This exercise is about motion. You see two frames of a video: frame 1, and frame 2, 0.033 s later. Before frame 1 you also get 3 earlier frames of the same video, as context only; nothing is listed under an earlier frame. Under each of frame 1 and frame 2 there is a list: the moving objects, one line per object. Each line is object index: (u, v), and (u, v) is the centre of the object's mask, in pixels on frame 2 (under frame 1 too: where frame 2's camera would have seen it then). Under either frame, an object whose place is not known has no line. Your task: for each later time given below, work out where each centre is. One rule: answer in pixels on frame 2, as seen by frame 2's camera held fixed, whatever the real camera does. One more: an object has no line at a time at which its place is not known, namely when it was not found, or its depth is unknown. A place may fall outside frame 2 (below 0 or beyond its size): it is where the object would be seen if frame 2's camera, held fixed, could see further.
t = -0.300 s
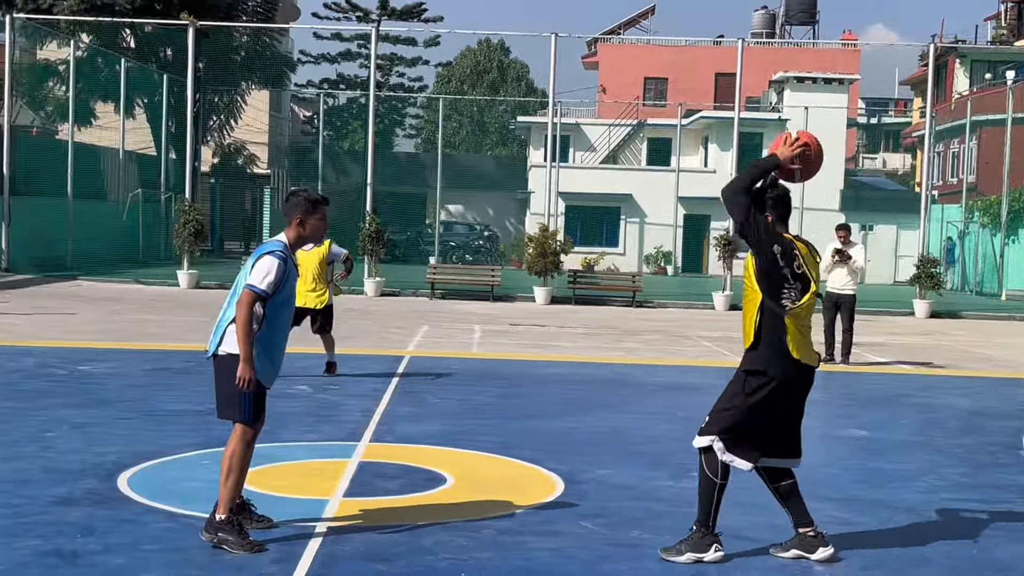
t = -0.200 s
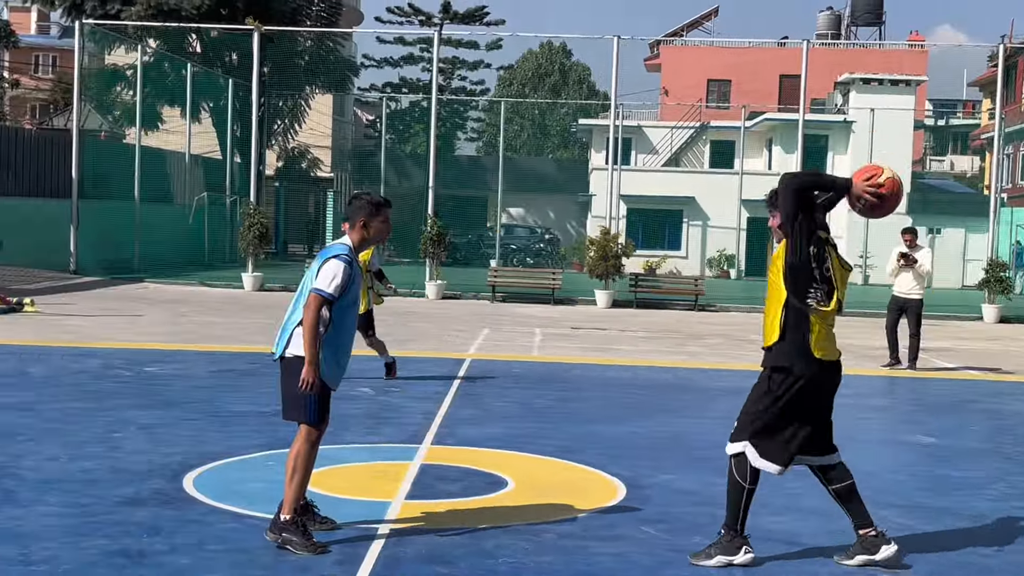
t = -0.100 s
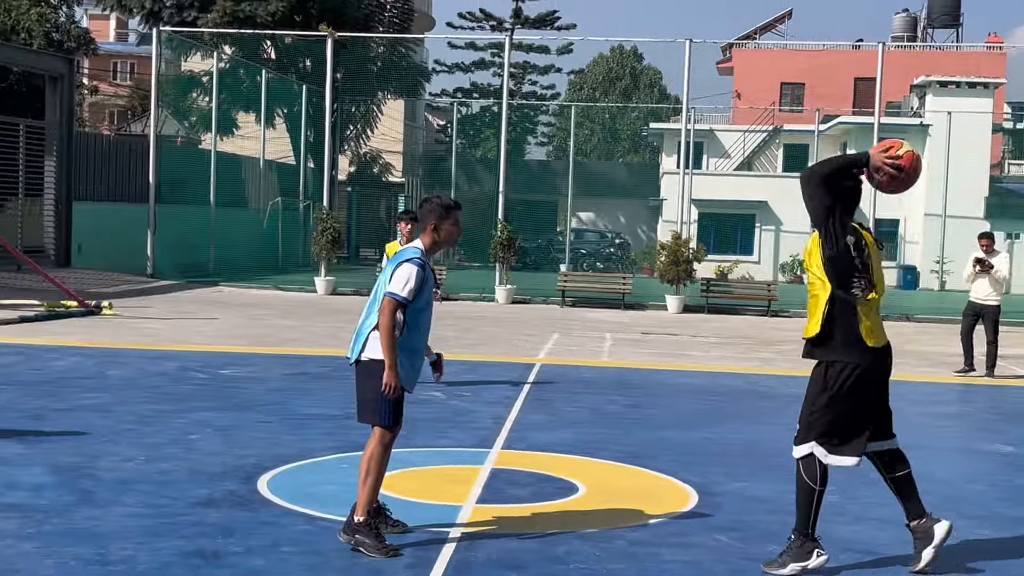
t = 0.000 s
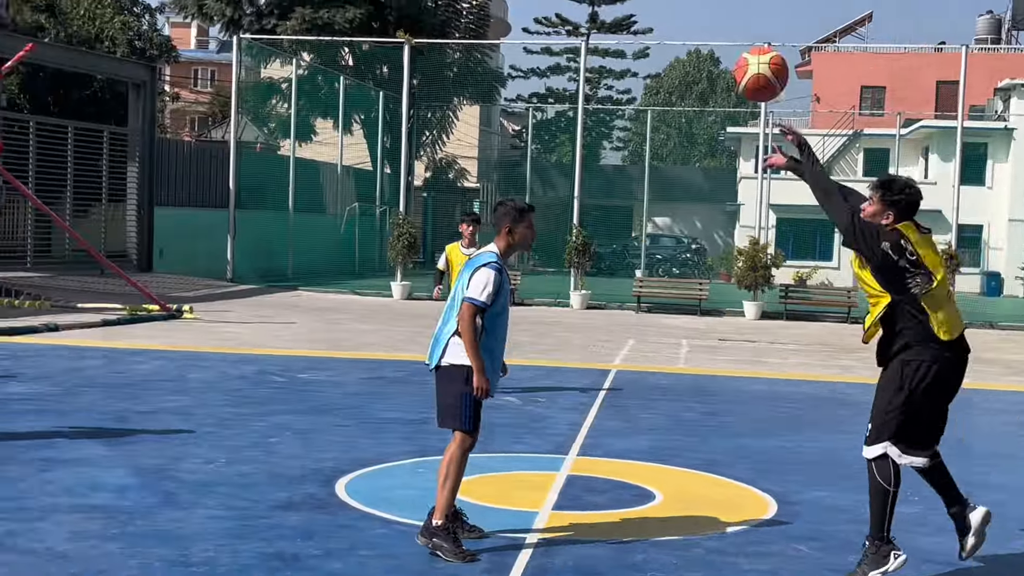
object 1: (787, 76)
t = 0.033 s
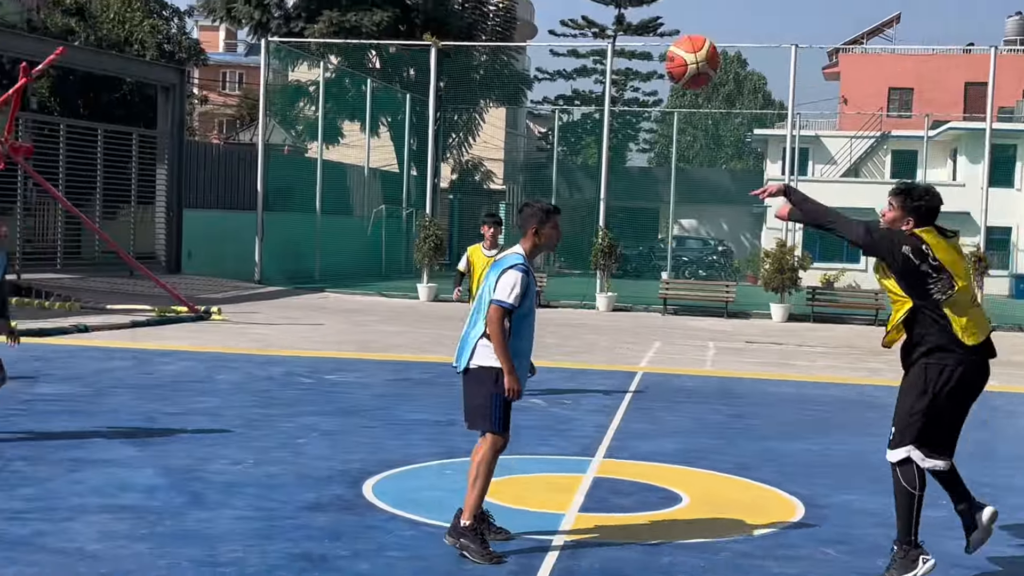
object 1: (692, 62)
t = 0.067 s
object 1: (601, 51)
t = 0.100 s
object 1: (514, 42)
